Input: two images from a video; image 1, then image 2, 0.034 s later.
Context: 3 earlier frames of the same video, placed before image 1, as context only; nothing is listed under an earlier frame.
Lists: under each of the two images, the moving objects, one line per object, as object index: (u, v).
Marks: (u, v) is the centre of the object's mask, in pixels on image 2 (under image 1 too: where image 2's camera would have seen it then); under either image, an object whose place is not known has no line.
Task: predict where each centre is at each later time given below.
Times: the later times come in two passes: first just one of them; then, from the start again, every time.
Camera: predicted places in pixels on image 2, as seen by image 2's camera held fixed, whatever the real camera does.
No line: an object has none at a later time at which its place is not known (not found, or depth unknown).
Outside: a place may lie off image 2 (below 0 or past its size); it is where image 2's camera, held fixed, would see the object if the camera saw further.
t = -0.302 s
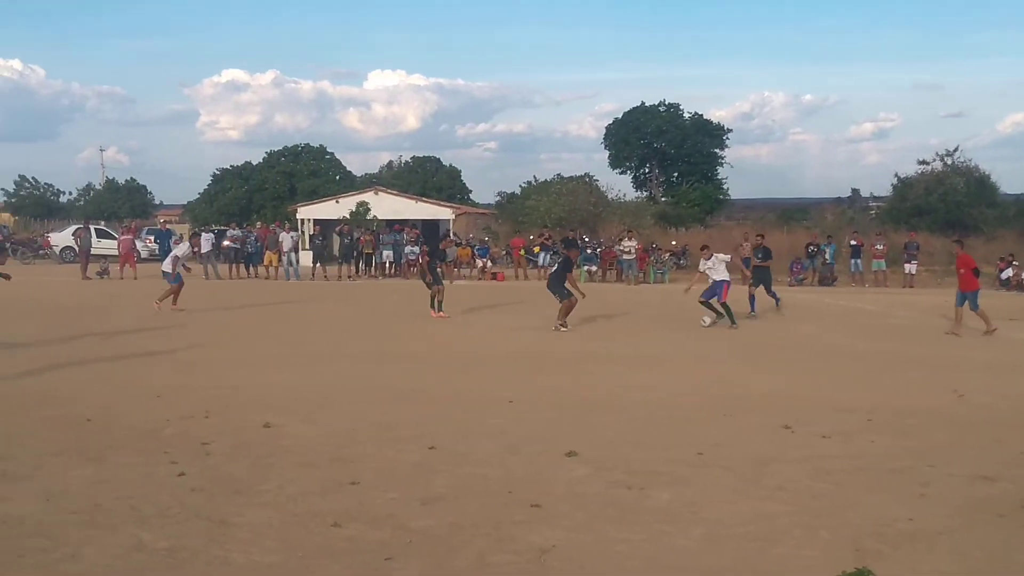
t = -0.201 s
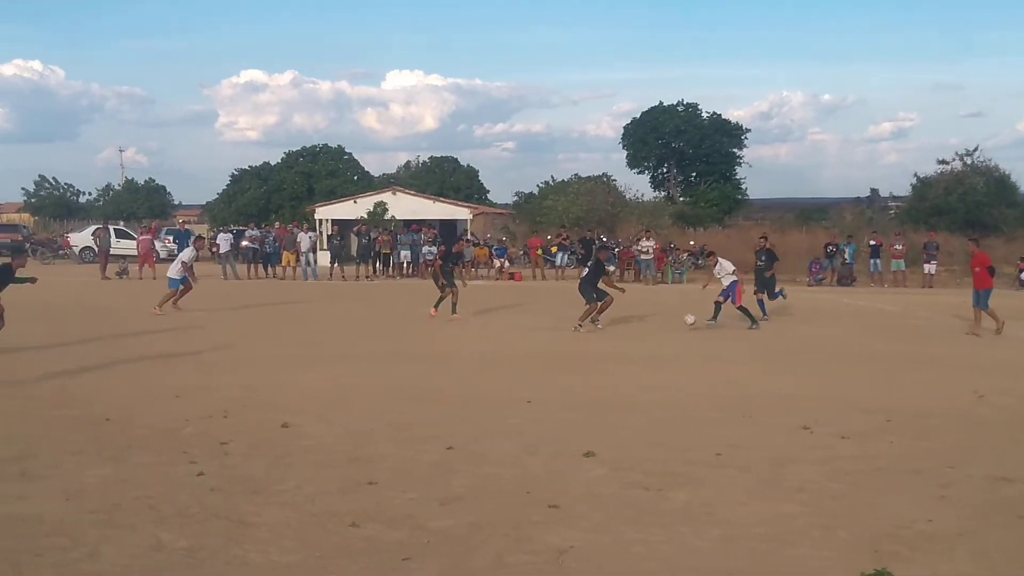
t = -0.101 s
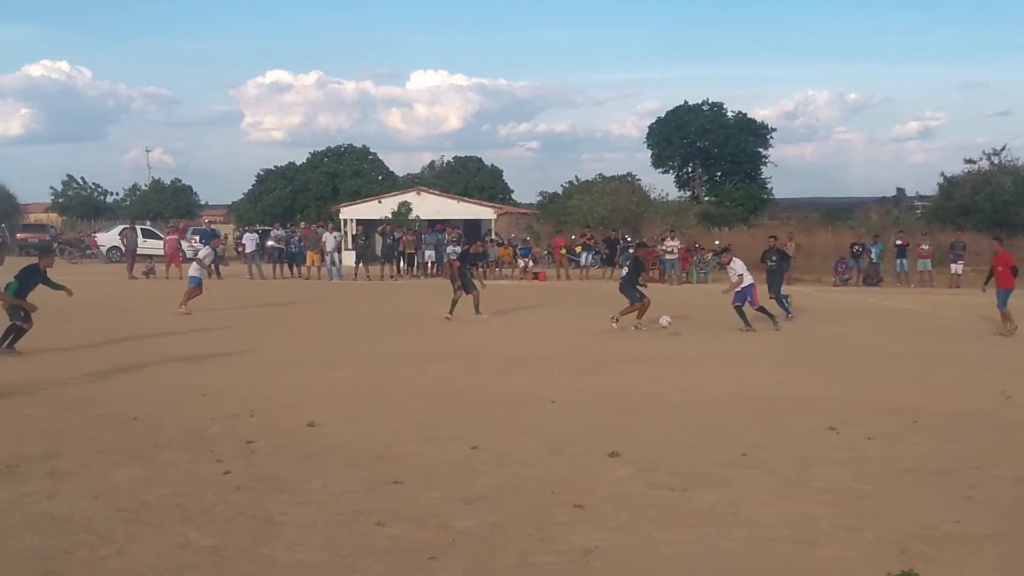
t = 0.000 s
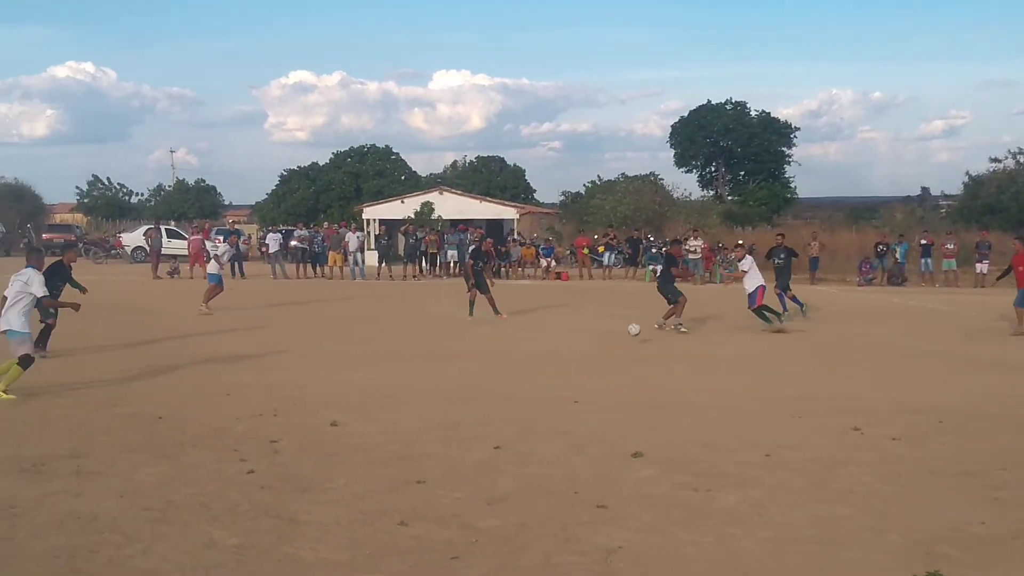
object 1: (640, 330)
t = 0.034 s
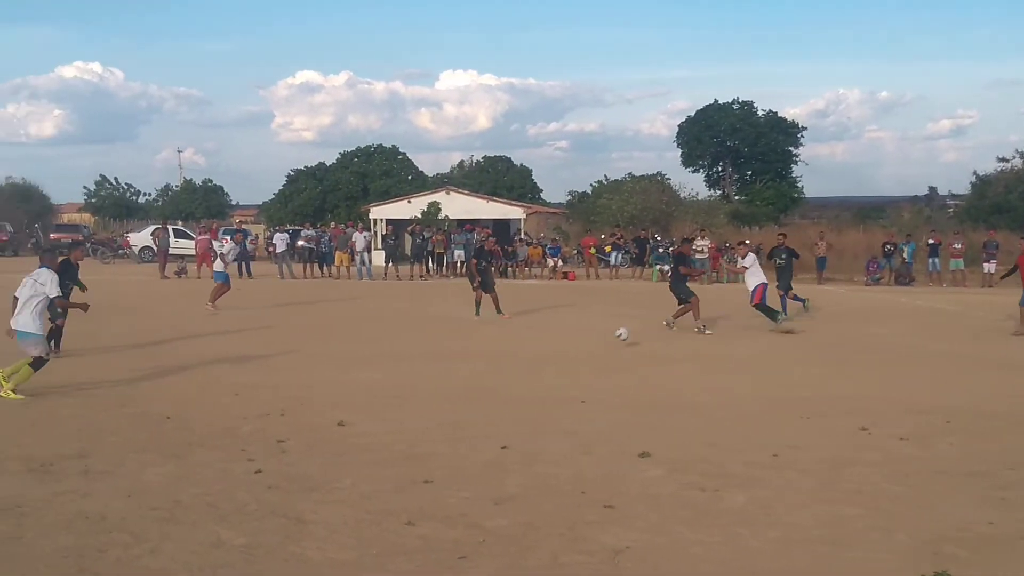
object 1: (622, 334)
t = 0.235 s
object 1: (507, 349)
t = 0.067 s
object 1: (603, 340)
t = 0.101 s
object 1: (583, 346)
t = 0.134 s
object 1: (564, 348)
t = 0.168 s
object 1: (546, 348)
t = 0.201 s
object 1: (526, 348)
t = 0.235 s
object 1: (507, 349)
